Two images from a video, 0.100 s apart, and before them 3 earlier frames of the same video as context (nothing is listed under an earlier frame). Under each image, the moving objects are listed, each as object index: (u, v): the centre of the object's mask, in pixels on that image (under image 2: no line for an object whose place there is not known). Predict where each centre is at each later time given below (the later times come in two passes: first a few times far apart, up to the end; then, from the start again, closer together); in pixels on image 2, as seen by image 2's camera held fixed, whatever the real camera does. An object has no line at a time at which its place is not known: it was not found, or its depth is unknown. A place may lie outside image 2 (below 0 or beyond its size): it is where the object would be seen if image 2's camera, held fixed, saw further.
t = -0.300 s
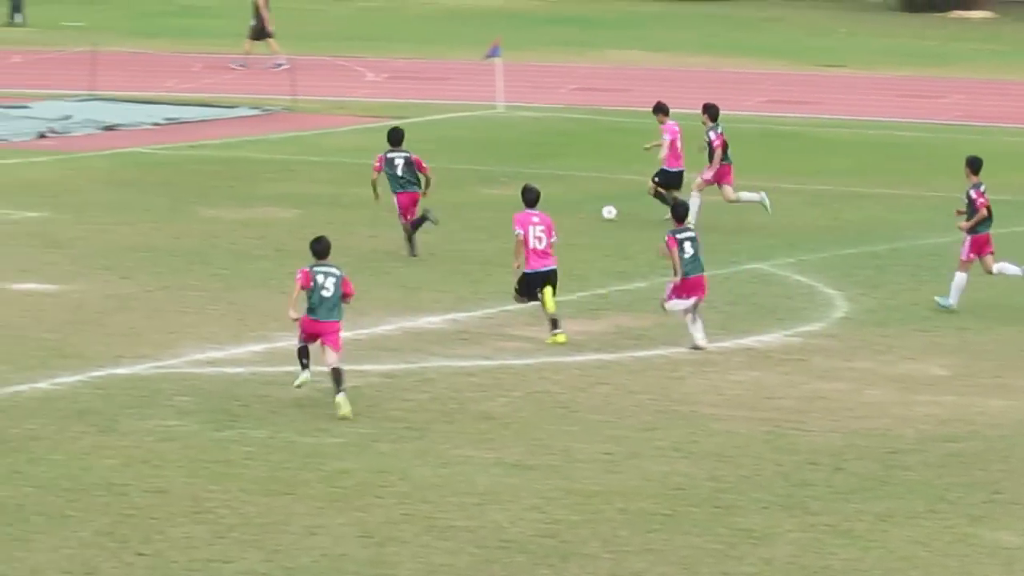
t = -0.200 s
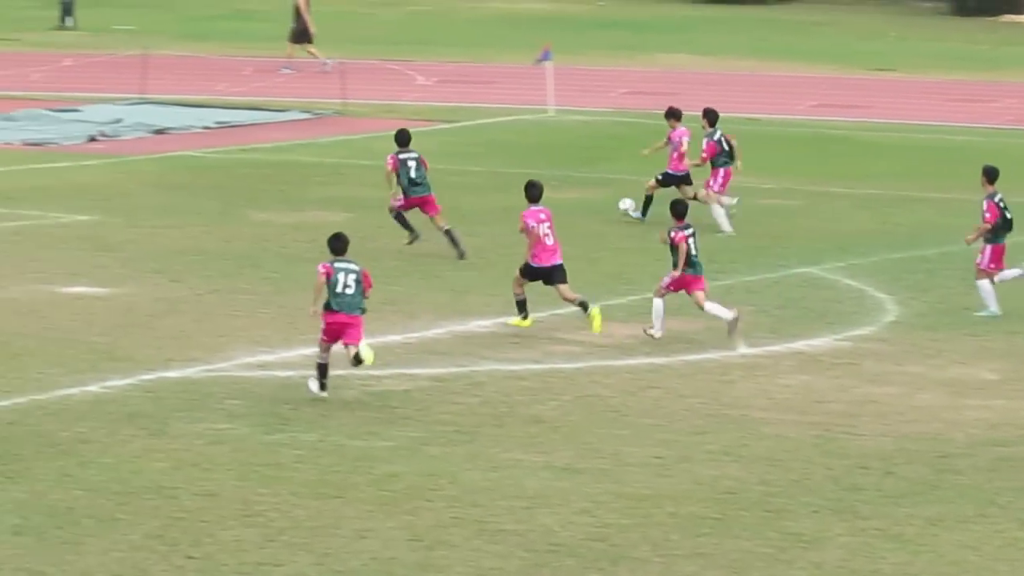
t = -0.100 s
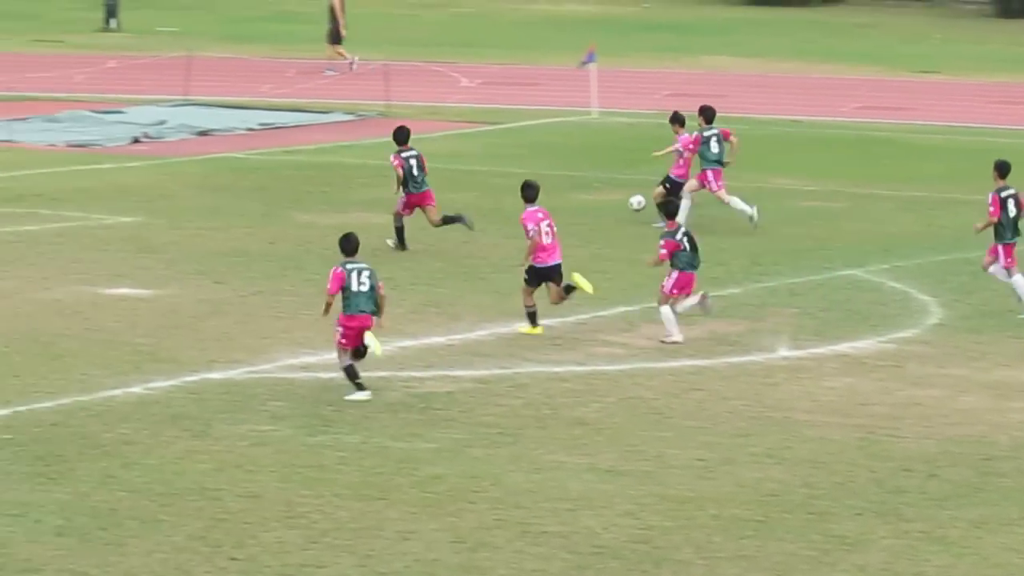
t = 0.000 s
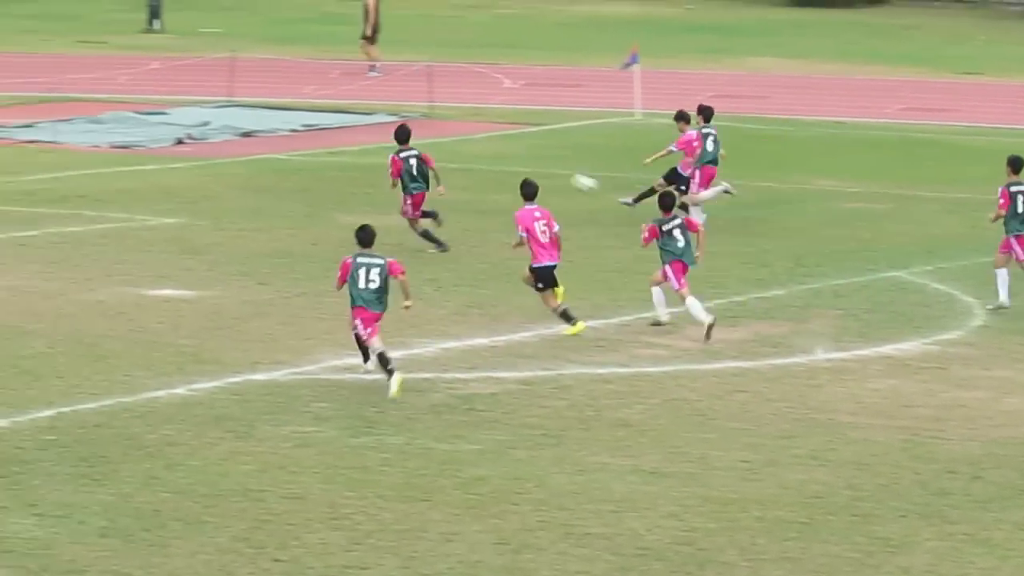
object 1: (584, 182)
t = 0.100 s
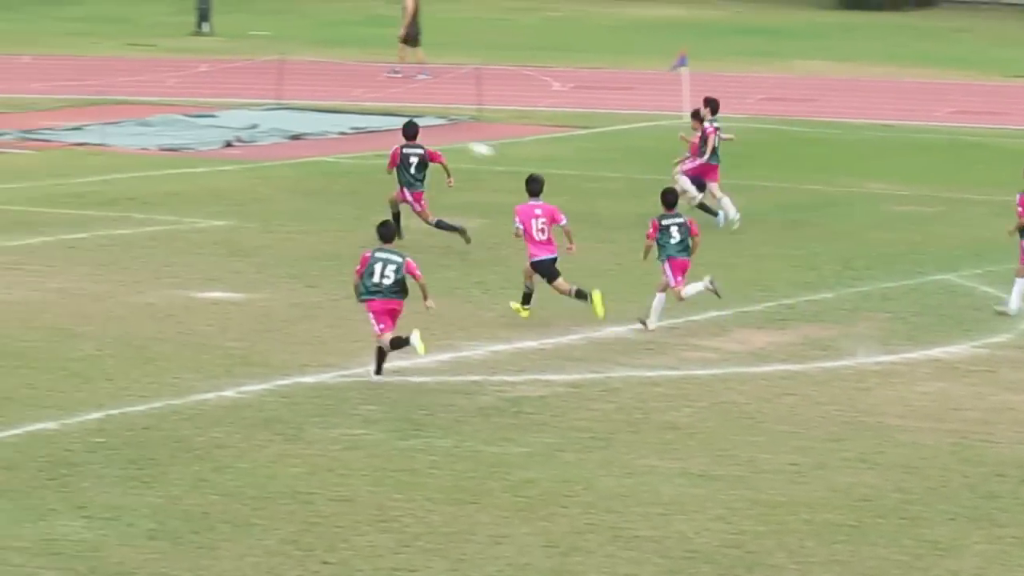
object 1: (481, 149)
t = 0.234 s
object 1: (292, 115)
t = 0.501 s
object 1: (-99, 85)
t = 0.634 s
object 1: (-304, 86)
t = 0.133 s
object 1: (434, 140)
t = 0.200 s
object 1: (341, 122)
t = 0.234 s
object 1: (292, 115)
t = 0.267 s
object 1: (241, 109)
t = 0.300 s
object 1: (194, 104)
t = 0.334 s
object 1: (146, 99)
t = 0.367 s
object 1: (98, 95)
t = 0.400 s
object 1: (50, 91)
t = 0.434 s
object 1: (0, 88)
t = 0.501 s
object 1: (-99, 85)
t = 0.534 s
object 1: (-150, 84)
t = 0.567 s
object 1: (-201, 85)
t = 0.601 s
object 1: (-252, 86)
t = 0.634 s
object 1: (-304, 86)
